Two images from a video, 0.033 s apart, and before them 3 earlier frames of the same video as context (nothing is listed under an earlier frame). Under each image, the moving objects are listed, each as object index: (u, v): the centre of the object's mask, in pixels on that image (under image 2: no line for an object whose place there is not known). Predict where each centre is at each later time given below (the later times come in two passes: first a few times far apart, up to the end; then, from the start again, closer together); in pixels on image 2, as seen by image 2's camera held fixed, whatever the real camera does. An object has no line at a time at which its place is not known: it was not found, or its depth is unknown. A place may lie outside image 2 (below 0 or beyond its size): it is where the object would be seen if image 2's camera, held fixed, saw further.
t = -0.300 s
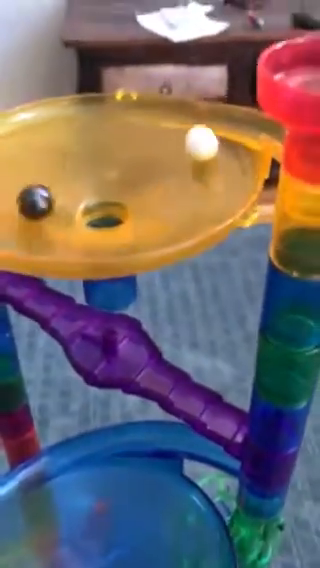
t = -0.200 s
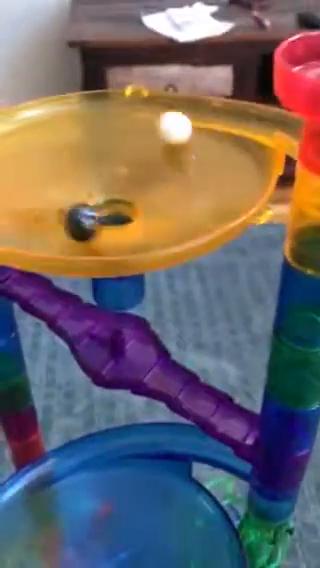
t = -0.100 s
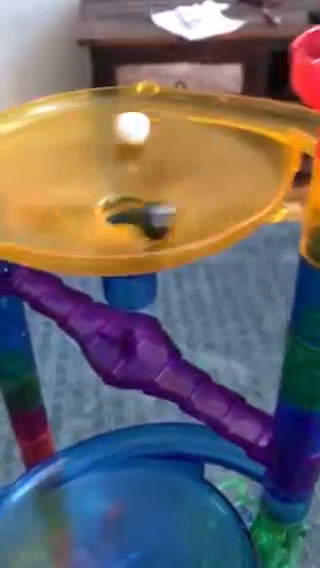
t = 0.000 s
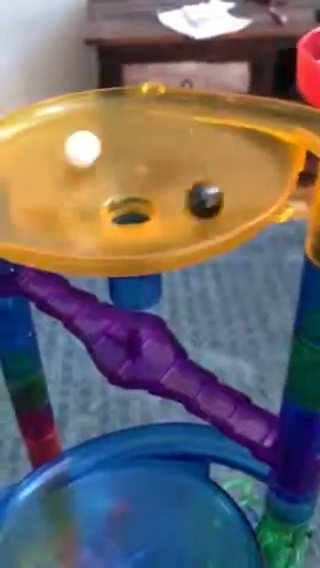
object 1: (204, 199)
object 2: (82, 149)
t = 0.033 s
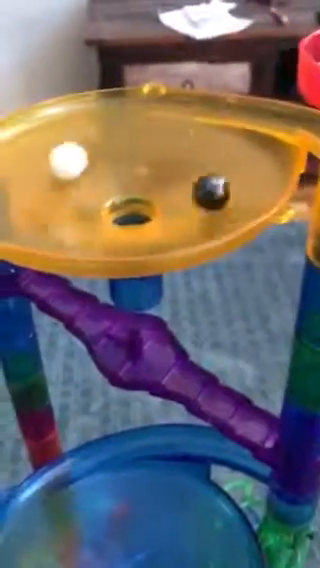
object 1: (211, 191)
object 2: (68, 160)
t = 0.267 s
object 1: (128, 138)
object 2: (103, 226)
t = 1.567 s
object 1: (177, 210)
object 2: (182, 138)
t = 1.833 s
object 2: (58, 190)
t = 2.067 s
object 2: (157, 215)
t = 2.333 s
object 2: (158, 141)
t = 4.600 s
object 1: (147, 205)
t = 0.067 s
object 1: (212, 181)
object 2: (56, 171)
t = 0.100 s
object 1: (207, 172)
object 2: (50, 184)
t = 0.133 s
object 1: (197, 163)
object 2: (49, 196)
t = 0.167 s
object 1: (182, 154)
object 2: (55, 206)
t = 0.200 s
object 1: (166, 148)
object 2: (66, 215)
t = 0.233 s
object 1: (147, 141)
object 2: (82, 221)
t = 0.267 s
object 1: (128, 138)
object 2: (103, 226)
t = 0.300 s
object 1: (109, 137)
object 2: (124, 227)
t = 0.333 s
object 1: (91, 136)
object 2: (145, 225)
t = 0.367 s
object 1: (75, 139)
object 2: (166, 221)
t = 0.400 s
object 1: (61, 144)
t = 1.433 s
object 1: (103, 219)
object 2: (229, 153)
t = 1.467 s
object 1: (123, 221)
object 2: (221, 147)
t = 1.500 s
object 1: (142, 221)
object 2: (212, 142)
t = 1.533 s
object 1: (161, 217)
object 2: (198, 138)
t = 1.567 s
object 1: (177, 210)
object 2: (182, 138)
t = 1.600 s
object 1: (187, 202)
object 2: (164, 138)
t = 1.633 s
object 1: (194, 192)
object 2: (144, 140)
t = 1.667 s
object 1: (194, 183)
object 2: (123, 144)
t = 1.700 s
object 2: (104, 151)
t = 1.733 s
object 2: (86, 159)
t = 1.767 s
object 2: (72, 169)
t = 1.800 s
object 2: (62, 179)
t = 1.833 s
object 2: (58, 190)
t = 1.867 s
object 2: (60, 199)
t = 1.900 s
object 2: (69, 207)
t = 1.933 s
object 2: (82, 214)
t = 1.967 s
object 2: (98, 218)
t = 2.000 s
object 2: (117, 219)
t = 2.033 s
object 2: (137, 219)
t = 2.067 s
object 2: (157, 215)
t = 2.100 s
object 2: (173, 209)
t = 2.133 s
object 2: (187, 200)
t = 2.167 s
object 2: (195, 190)
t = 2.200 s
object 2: (198, 178)
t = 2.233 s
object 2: (194, 167)
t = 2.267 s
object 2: (185, 156)
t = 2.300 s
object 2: (173, 148)
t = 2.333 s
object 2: (158, 141)
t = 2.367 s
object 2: (142, 136)
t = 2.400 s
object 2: (126, 134)
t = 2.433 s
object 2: (110, 133)
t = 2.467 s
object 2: (95, 135)
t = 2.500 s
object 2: (83, 139)
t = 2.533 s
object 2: (72, 145)
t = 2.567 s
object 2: (65, 153)
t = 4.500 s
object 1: (100, 205)
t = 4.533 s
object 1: (114, 209)
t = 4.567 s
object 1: (133, 209)
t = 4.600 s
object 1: (147, 205)
